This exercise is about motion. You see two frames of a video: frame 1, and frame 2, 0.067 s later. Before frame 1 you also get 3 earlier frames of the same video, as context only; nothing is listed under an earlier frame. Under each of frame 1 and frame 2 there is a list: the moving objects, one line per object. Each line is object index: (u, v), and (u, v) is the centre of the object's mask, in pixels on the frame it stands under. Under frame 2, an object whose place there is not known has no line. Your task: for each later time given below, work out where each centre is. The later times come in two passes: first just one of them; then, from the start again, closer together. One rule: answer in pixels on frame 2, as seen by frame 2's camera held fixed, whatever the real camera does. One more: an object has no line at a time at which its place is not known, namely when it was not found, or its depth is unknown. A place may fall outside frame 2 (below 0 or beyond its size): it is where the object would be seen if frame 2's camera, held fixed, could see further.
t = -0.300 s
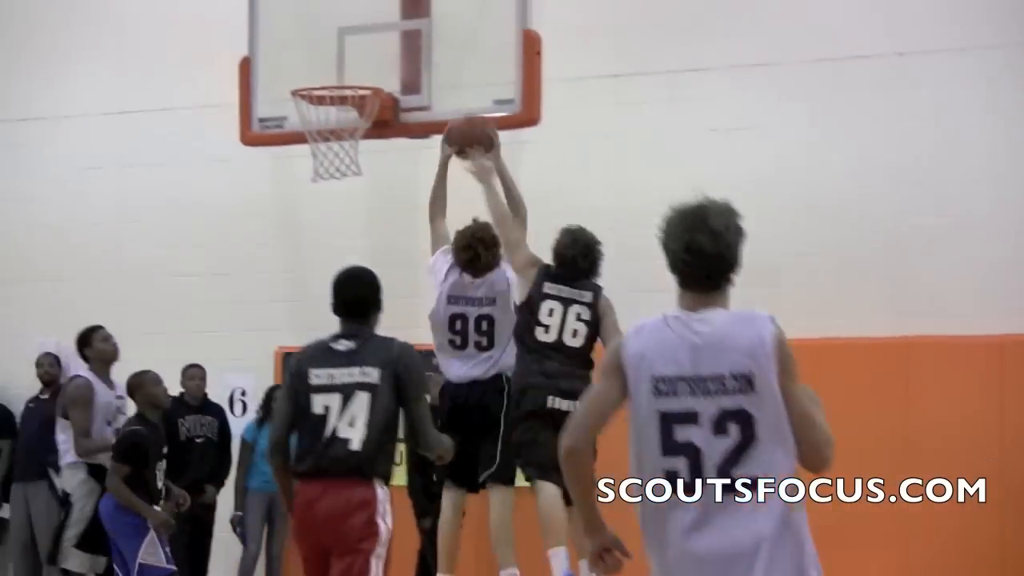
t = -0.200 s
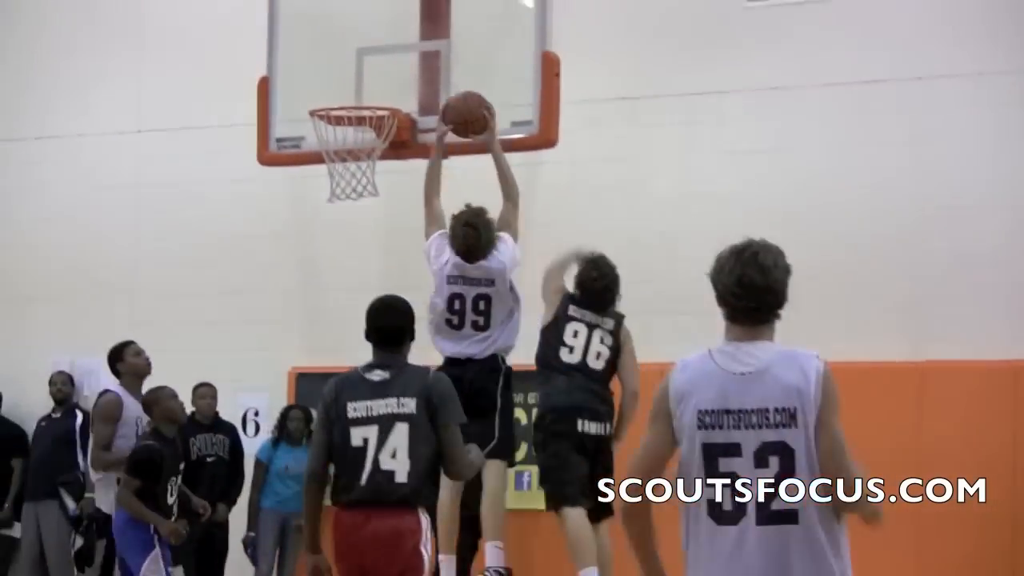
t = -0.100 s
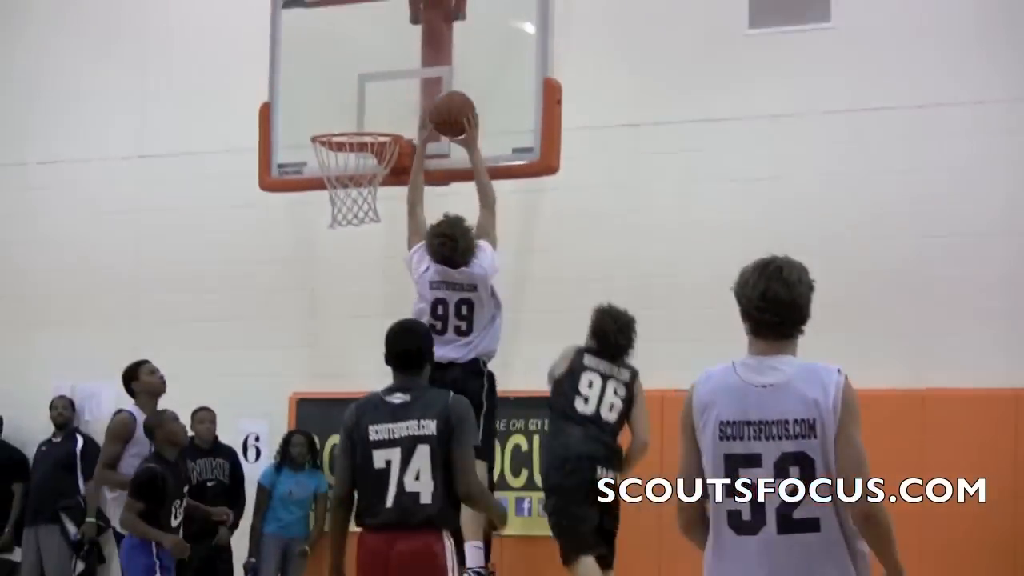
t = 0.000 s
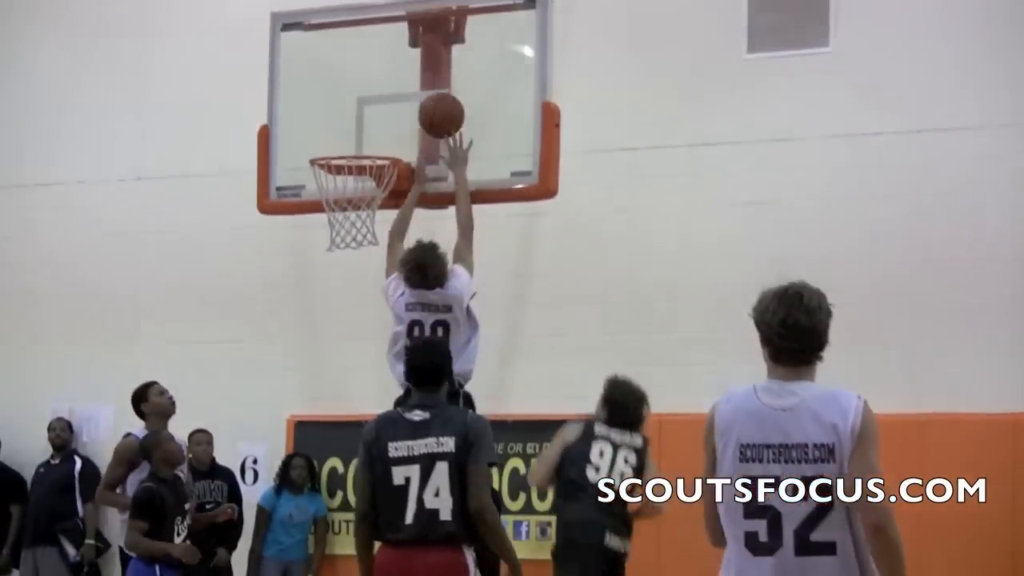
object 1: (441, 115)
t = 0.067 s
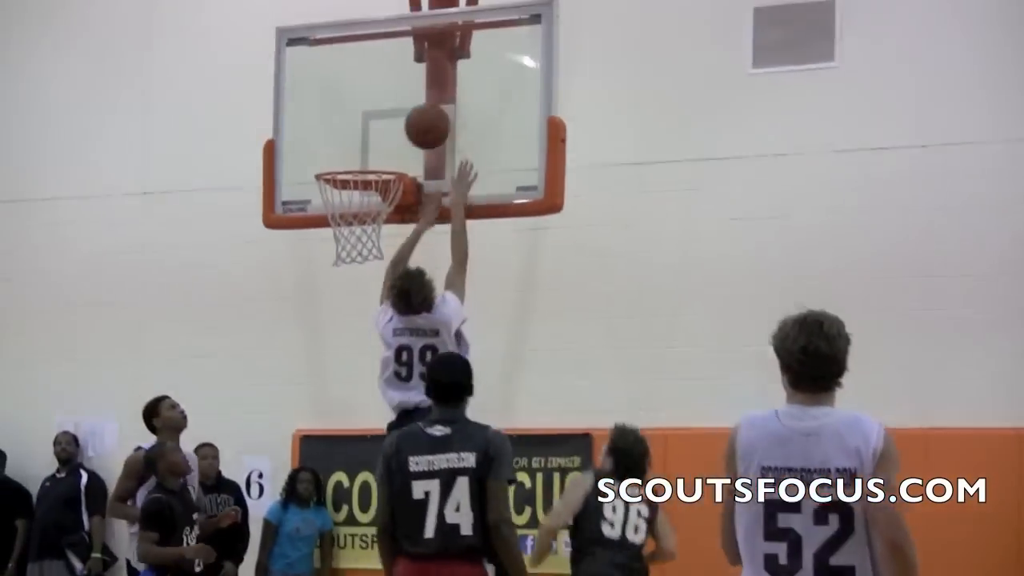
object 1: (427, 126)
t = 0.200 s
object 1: (373, 142)
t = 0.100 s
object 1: (413, 126)
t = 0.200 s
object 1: (373, 142)
